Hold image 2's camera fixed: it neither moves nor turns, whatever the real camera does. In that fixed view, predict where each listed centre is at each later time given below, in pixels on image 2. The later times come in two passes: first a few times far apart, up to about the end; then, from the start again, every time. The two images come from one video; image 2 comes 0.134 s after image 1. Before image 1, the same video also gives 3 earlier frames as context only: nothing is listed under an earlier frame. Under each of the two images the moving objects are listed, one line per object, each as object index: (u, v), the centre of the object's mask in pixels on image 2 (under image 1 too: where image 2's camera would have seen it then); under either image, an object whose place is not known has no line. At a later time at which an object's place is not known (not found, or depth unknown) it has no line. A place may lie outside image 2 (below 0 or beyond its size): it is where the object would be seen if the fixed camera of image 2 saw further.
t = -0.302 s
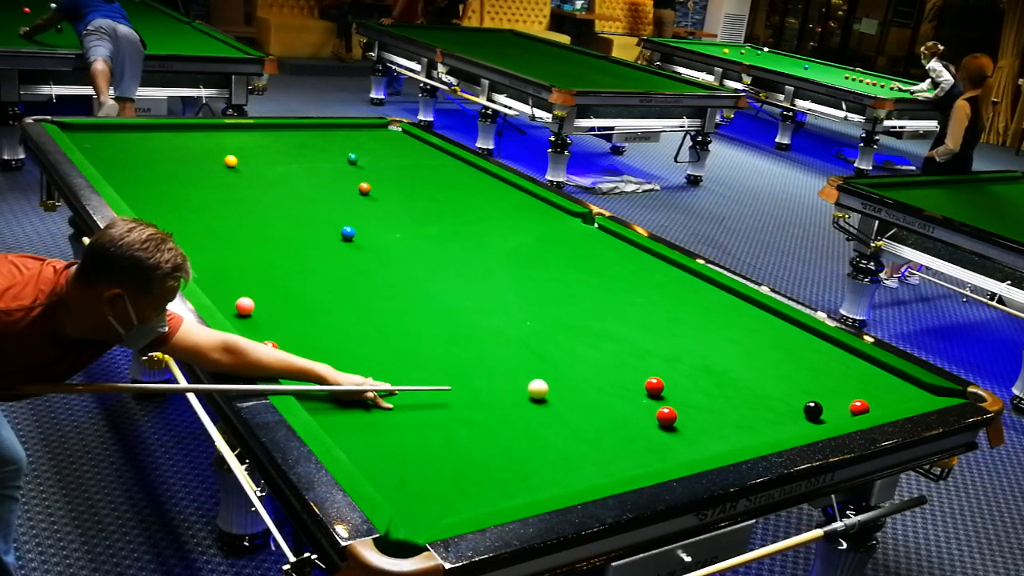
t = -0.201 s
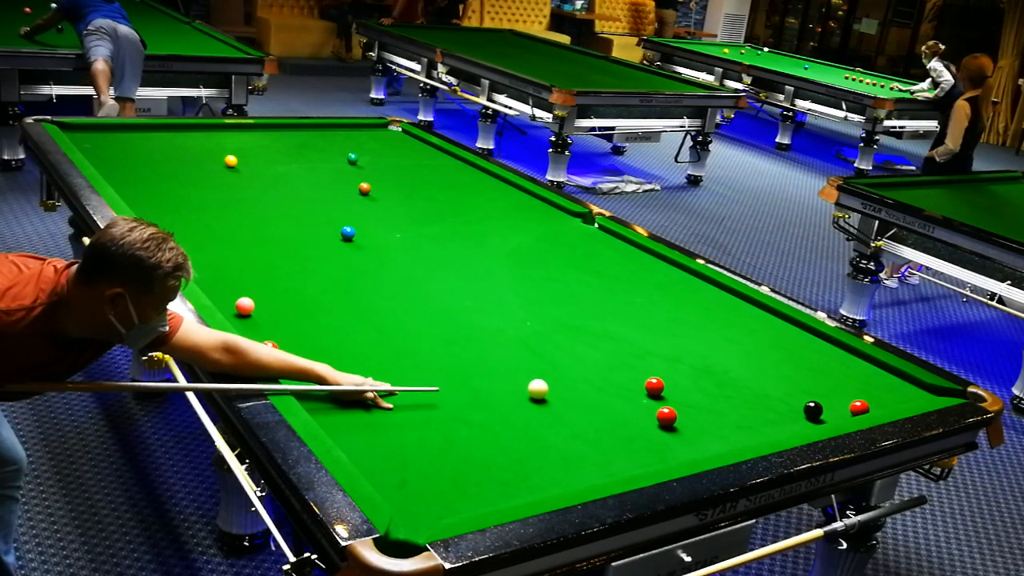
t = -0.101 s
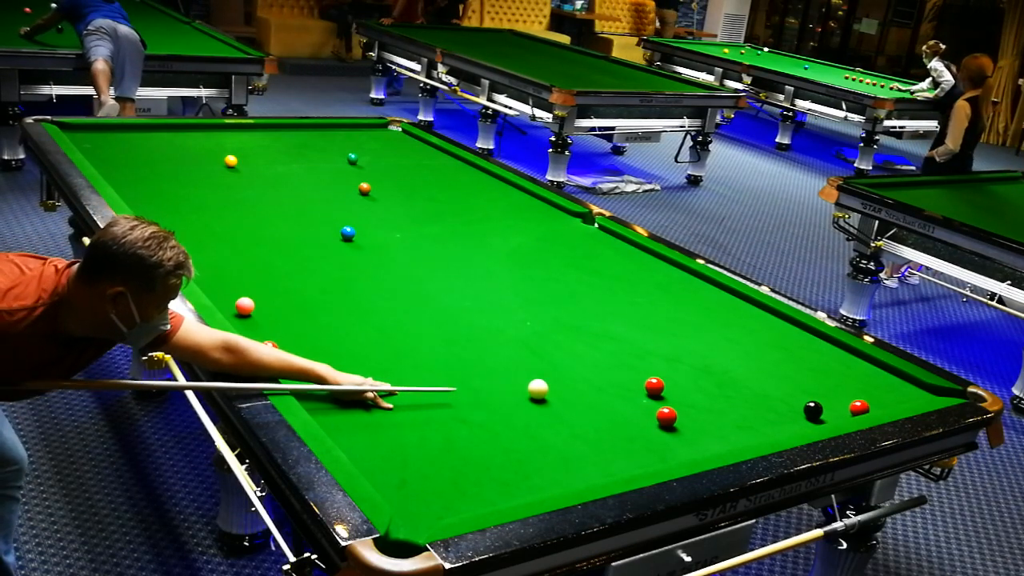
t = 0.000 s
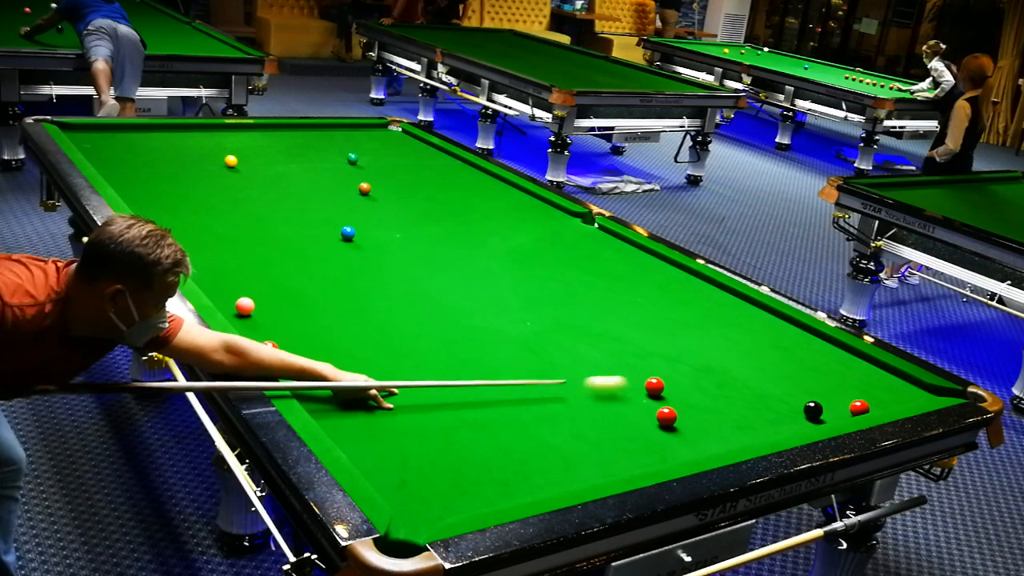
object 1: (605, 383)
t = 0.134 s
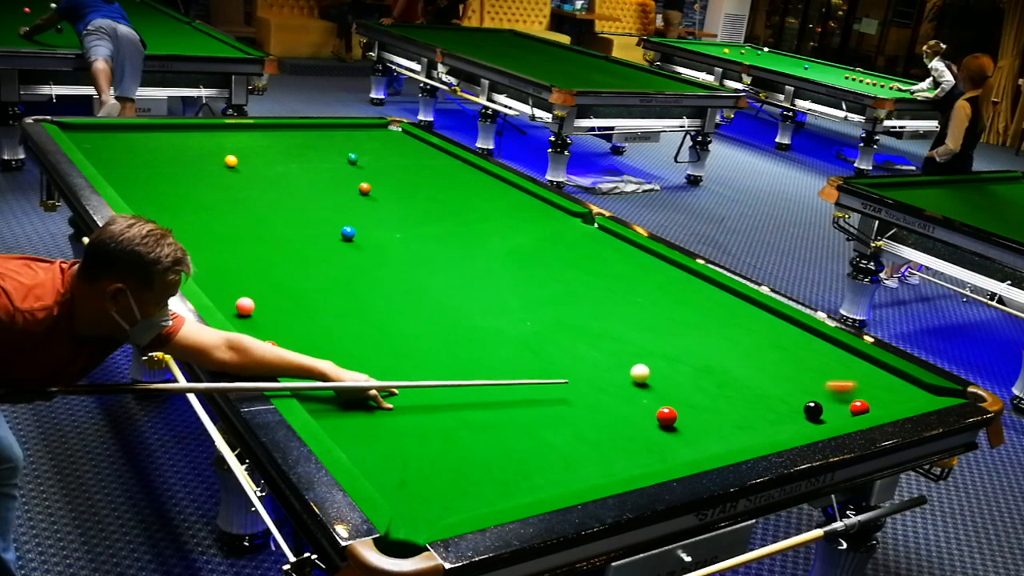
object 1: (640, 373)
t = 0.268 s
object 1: (653, 363)
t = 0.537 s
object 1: (705, 345)
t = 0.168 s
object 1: (642, 371)
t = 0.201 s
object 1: (645, 368)
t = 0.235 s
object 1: (648, 366)
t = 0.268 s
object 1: (653, 363)
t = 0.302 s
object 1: (658, 360)
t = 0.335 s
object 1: (664, 358)
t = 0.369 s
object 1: (671, 356)
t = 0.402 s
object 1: (678, 353)
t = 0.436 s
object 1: (685, 351)
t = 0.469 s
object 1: (692, 349)
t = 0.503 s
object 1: (699, 347)
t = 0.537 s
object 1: (705, 345)
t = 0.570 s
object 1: (711, 343)
